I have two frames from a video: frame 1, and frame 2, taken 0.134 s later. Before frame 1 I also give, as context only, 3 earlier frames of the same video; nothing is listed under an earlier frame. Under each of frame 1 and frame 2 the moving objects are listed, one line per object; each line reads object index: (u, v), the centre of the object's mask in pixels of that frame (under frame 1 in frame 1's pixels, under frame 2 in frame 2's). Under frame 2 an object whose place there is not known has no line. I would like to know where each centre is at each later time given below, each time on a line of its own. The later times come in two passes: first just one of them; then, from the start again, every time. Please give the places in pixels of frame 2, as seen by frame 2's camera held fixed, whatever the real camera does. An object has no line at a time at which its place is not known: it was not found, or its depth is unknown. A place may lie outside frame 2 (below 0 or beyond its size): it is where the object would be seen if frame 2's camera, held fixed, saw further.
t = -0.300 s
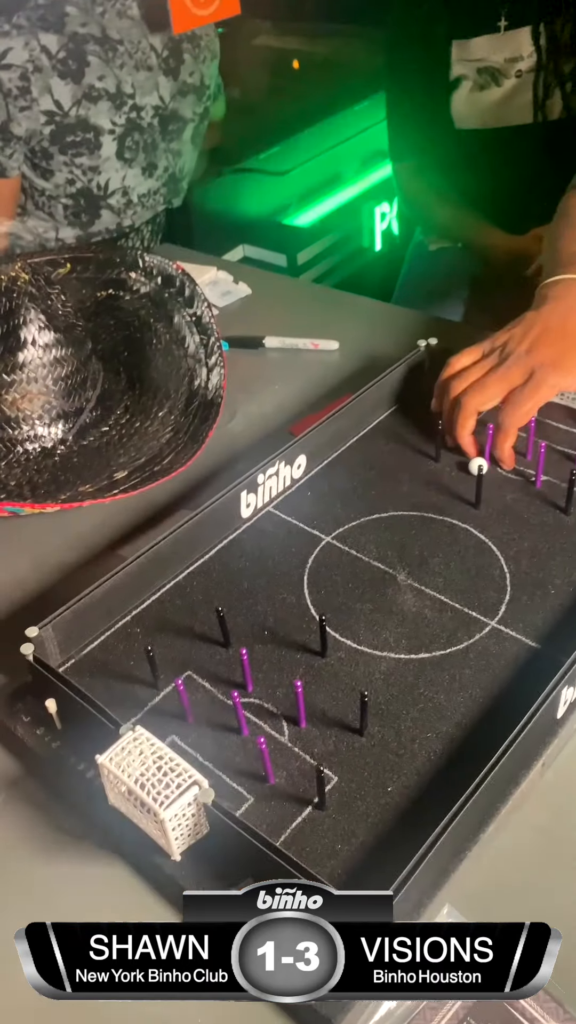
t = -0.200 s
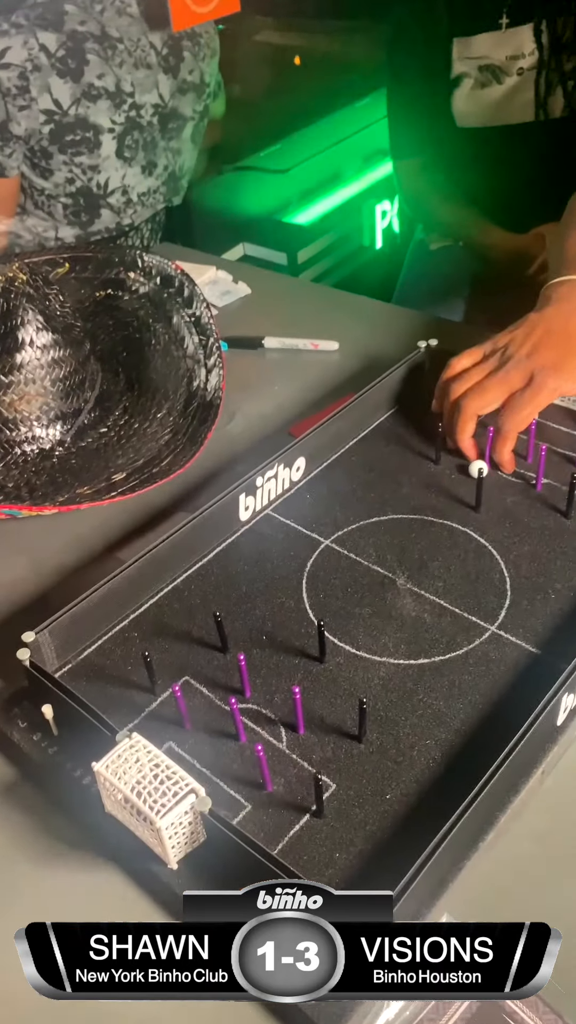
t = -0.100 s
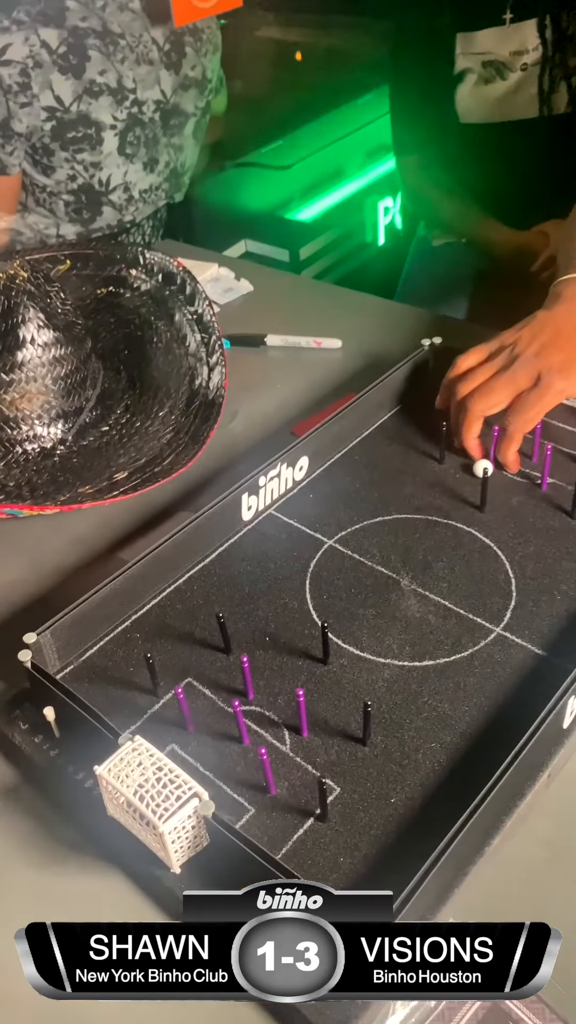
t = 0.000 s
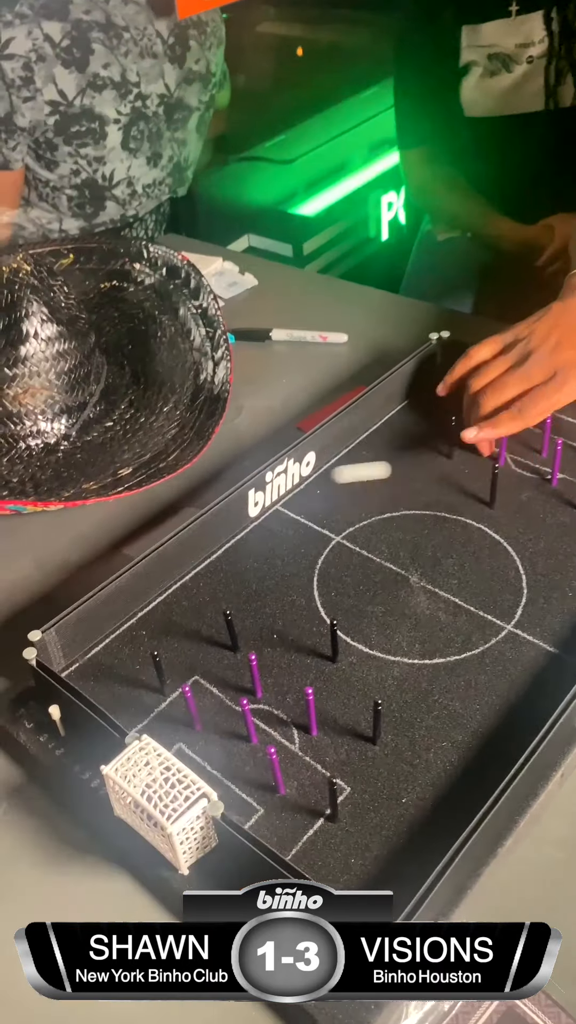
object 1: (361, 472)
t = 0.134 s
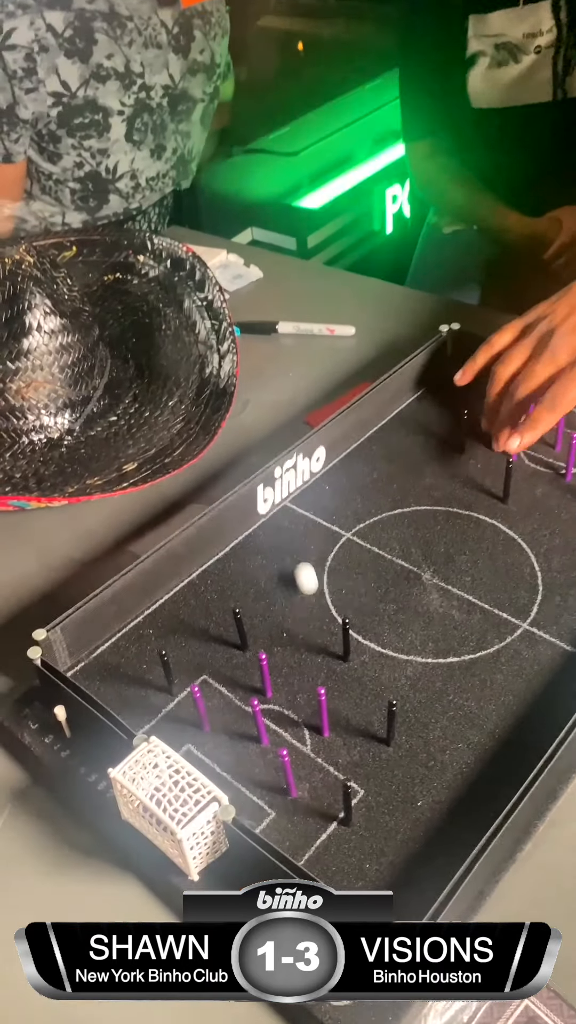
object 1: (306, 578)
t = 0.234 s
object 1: (331, 690)
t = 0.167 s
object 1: (313, 613)
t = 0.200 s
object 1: (321, 653)
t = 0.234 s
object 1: (331, 690)
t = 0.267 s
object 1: (351, 722)
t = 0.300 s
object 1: (368, 738)
